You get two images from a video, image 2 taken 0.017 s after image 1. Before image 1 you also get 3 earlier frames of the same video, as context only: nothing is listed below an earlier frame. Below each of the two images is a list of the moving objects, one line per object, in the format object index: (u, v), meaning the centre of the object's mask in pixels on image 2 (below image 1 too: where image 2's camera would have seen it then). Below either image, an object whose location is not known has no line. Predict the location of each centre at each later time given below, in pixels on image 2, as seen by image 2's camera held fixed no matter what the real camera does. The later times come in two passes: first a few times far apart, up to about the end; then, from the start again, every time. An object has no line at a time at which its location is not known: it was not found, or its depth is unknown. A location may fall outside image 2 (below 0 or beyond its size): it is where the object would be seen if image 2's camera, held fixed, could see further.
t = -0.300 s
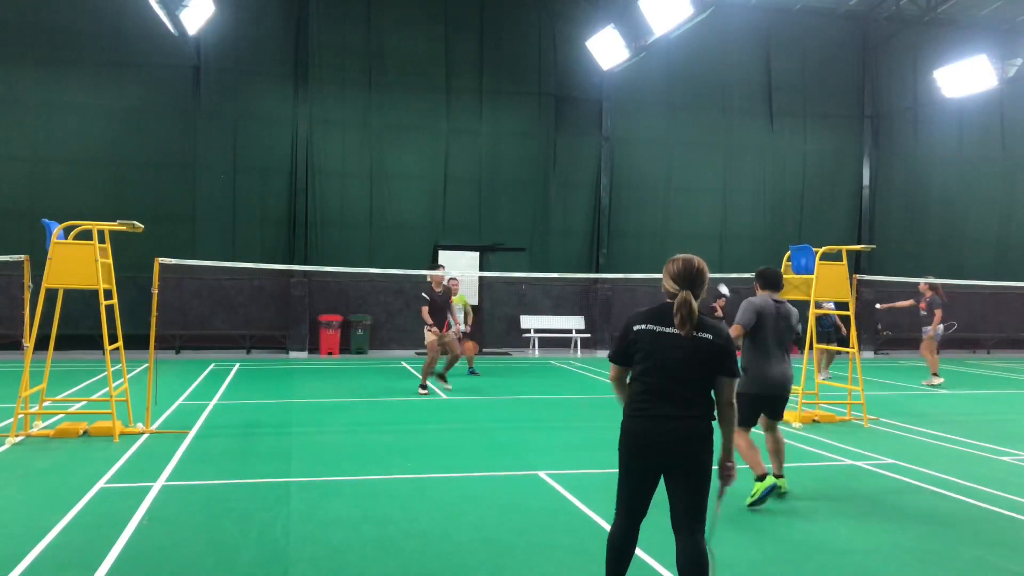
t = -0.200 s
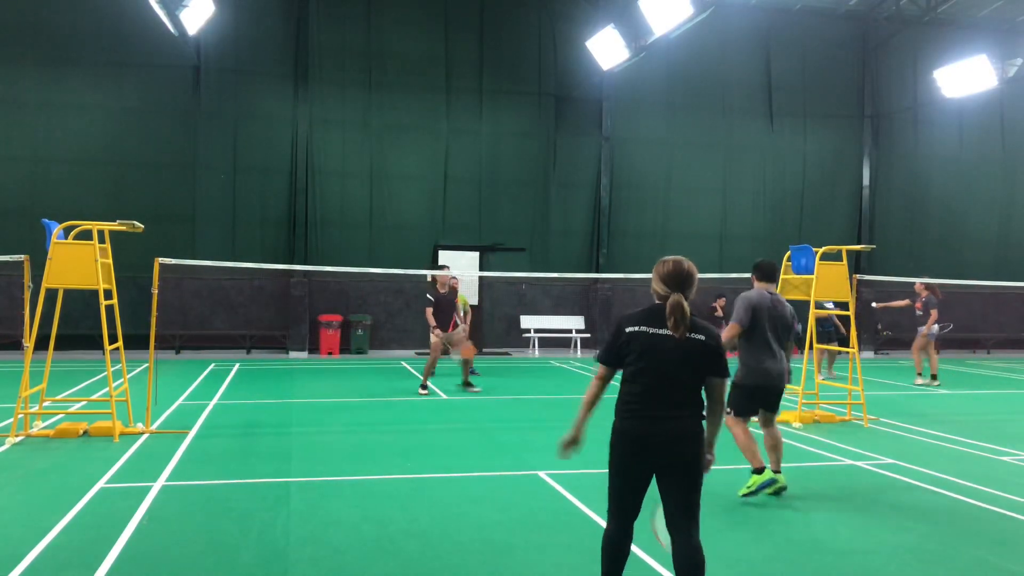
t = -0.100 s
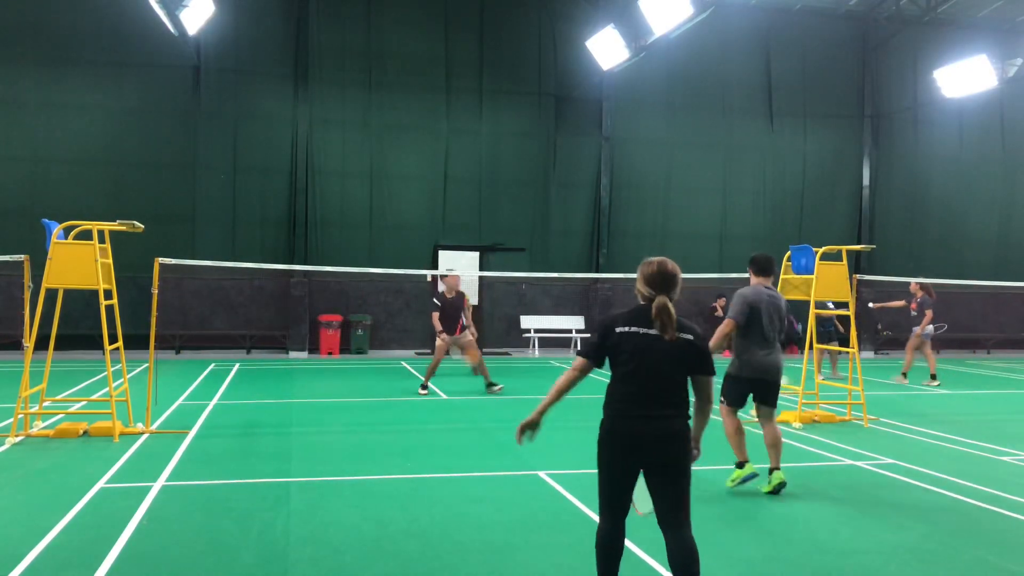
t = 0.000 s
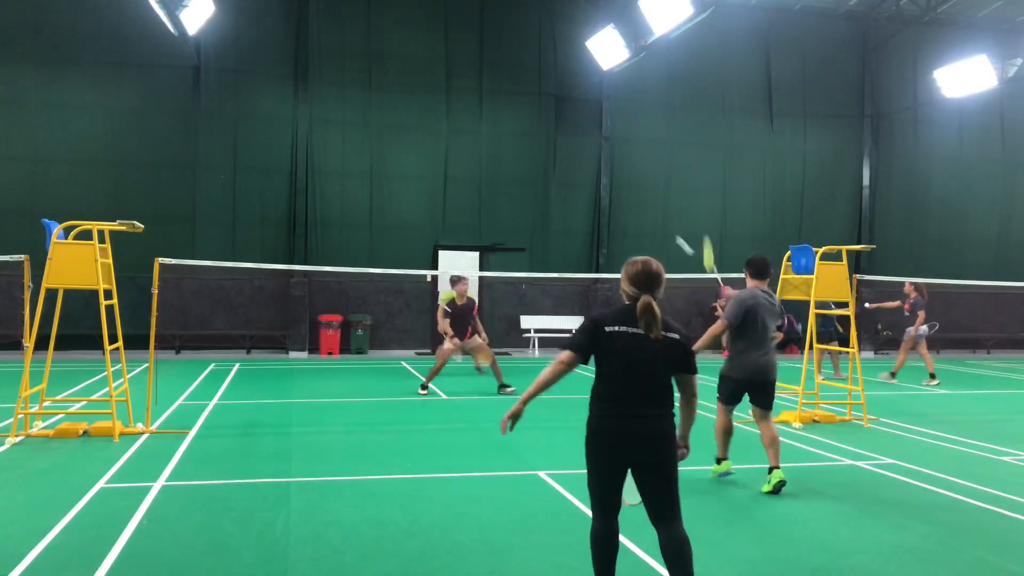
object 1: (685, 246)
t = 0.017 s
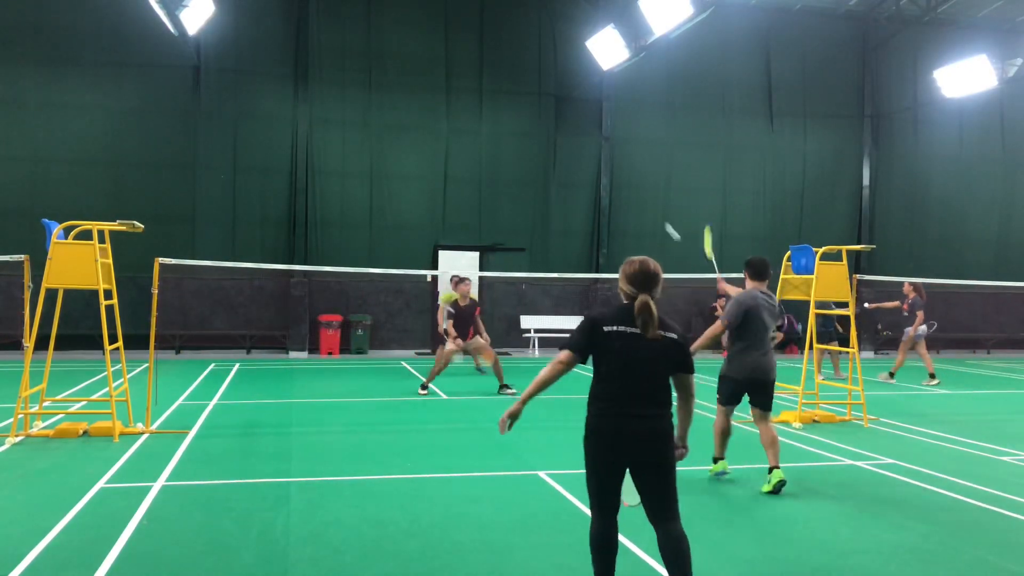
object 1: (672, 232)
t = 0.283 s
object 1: (578, 138)
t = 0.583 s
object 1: (534, 141)
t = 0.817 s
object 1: (516, 175)
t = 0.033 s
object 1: (662, 220)
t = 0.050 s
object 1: (653, 209)
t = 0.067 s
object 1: (645, 199)
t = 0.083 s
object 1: (637, 190)
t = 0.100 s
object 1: (630, 183)
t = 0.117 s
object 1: (623, 176)
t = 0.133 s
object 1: (617, 170)
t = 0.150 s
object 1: (612, 165)
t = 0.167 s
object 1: (606, 160)
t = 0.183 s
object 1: (602, 155)
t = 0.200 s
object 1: (598, 151)
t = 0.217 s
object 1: (593, 148)
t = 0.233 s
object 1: (589, 145)
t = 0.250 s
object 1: (585, 142)
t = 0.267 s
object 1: (581, 140)
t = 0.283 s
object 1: (578, 138)
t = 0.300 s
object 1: (574, 136)
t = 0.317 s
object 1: (571, 135)
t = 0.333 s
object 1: (568, 134)
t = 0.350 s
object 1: (565, 133)
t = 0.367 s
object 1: (562, 133)
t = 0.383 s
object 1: (559, 132)
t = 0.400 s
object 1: (557, 132)
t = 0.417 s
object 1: (555, 132)
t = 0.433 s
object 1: (552, 132)
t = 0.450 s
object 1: (550, 132)
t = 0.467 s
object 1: (548, 133)
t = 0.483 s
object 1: (545, 133)
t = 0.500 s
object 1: (544, 134)
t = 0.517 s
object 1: (542, 135)
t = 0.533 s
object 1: (540, 136)
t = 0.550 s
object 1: (538, 138)
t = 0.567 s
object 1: (536, 139)
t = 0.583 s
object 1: (534, 141)
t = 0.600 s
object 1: (533, 143)
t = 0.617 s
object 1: (531, 145)
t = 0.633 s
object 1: (530, 146)
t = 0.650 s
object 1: (528, 148)
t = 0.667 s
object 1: (527, 151)
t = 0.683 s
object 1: (525, 153)
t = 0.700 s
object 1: (524, 155)
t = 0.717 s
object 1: (523, 158)
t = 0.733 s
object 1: (522, 161)
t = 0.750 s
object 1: (520, 163)
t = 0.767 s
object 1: (519, 166)
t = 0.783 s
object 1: (518, 170)
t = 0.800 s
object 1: (517, 172)
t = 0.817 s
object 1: (516, 175)
